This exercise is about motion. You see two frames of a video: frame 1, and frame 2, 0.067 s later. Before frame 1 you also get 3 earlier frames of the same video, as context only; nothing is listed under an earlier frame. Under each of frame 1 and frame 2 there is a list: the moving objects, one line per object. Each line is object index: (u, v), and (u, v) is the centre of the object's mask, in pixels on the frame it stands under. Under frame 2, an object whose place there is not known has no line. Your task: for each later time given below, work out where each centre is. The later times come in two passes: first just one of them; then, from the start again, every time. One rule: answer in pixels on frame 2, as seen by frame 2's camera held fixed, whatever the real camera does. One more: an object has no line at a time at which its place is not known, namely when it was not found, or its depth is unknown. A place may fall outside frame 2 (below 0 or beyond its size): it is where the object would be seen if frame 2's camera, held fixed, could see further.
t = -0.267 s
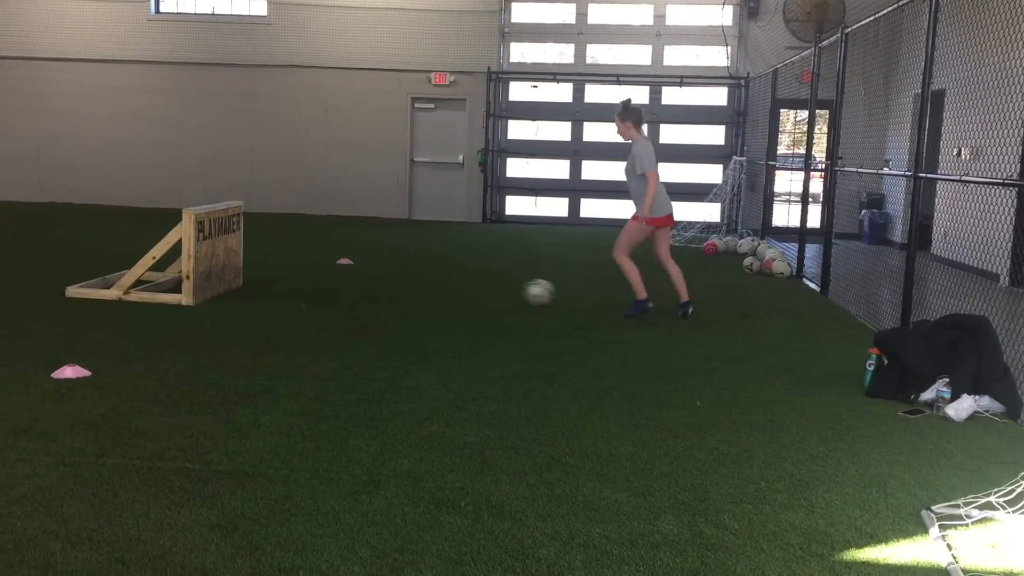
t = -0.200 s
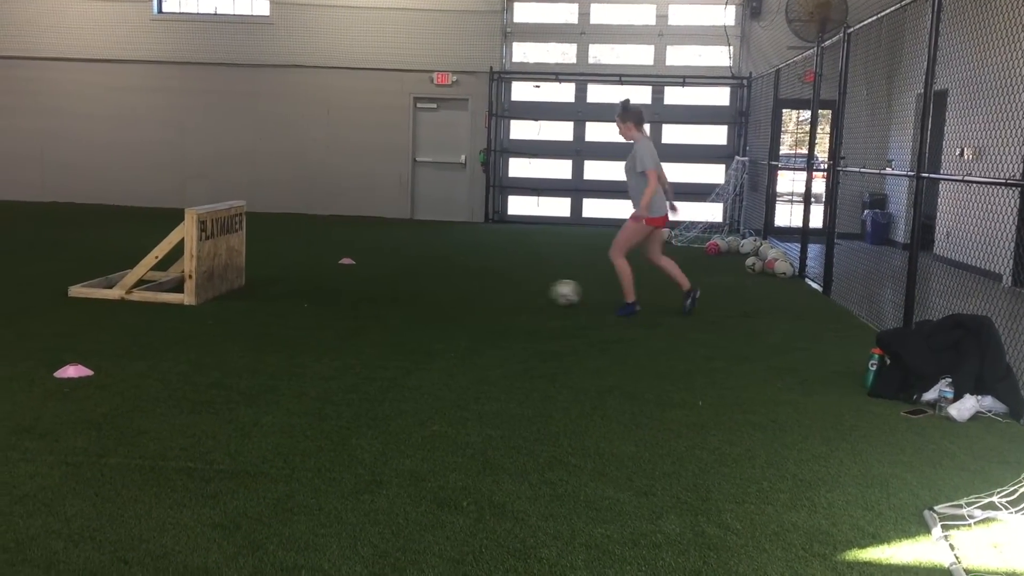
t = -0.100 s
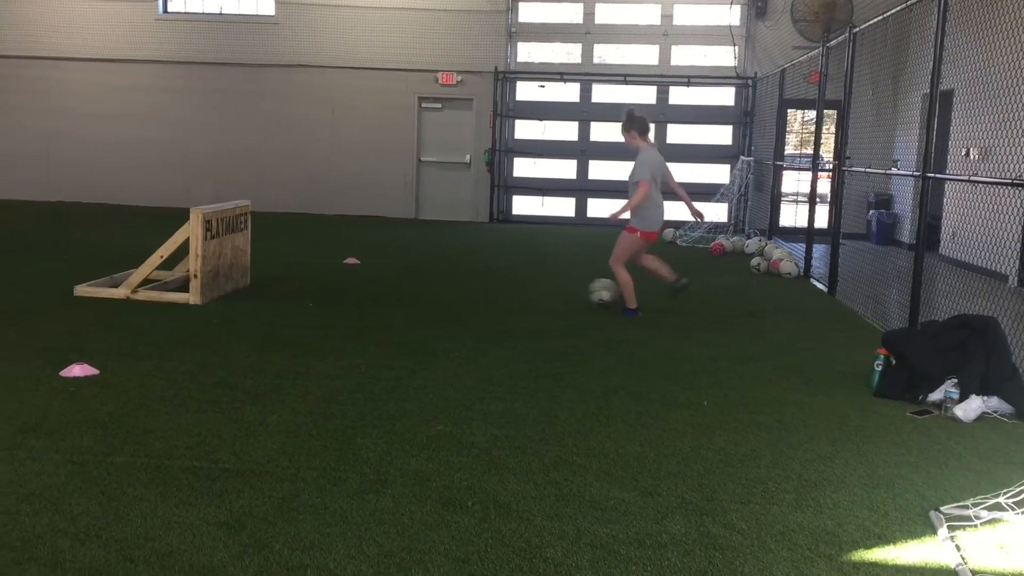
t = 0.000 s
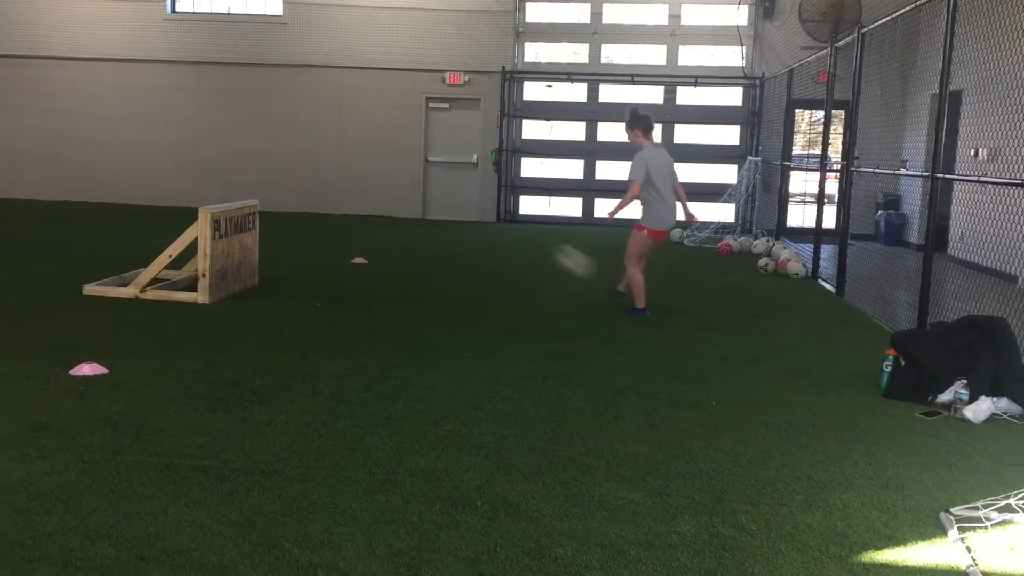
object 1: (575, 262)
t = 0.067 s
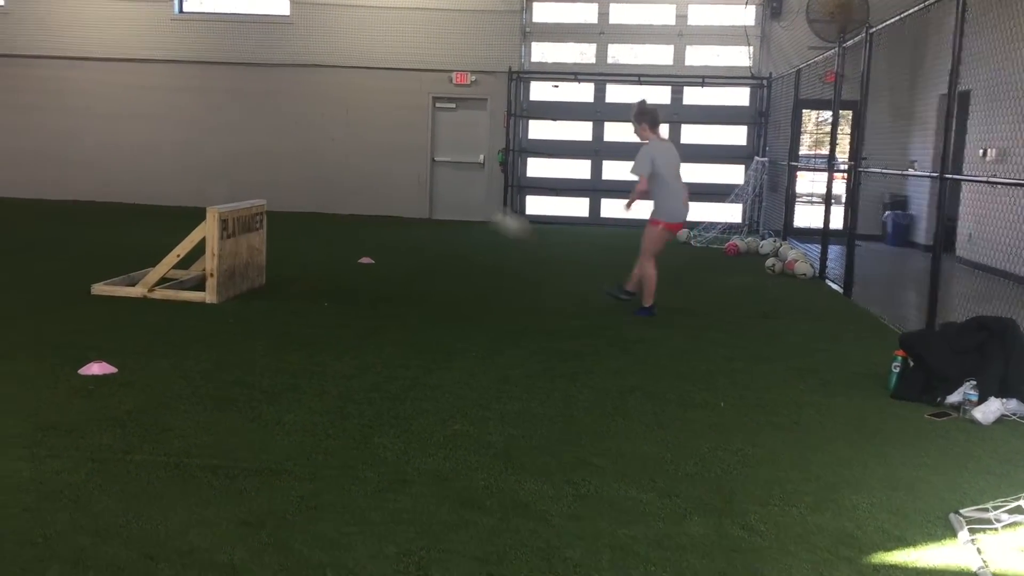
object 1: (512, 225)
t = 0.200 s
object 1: (373, 163)
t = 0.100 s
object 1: (476, 207)
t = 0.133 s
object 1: (439, 194)
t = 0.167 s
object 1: (406, 177)
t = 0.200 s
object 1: (373, 163)
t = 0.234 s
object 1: (339, 151)
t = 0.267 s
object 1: (305, 140)
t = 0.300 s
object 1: (273, 130)
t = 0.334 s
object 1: (239, 121)
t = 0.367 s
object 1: (208, 113)
